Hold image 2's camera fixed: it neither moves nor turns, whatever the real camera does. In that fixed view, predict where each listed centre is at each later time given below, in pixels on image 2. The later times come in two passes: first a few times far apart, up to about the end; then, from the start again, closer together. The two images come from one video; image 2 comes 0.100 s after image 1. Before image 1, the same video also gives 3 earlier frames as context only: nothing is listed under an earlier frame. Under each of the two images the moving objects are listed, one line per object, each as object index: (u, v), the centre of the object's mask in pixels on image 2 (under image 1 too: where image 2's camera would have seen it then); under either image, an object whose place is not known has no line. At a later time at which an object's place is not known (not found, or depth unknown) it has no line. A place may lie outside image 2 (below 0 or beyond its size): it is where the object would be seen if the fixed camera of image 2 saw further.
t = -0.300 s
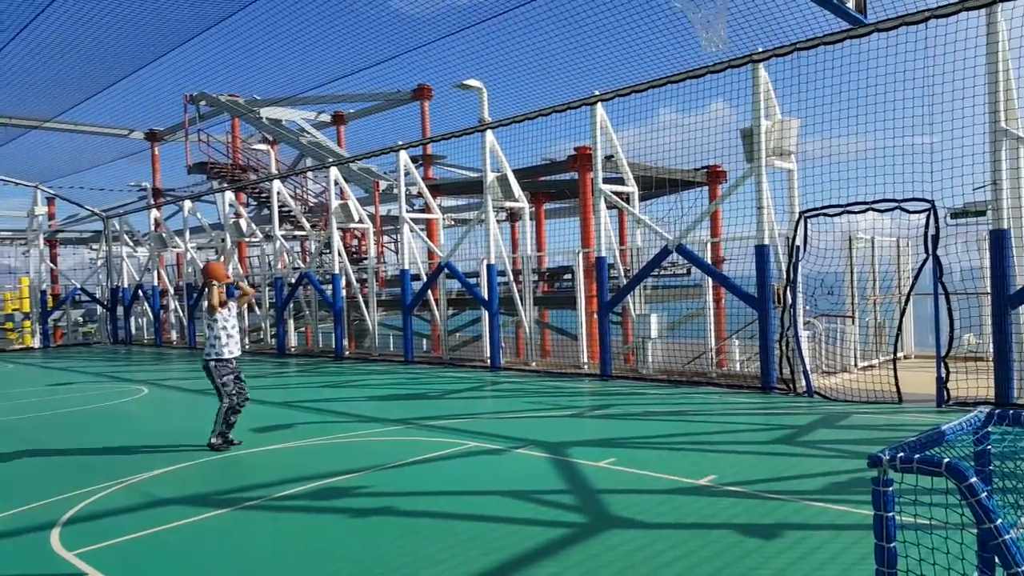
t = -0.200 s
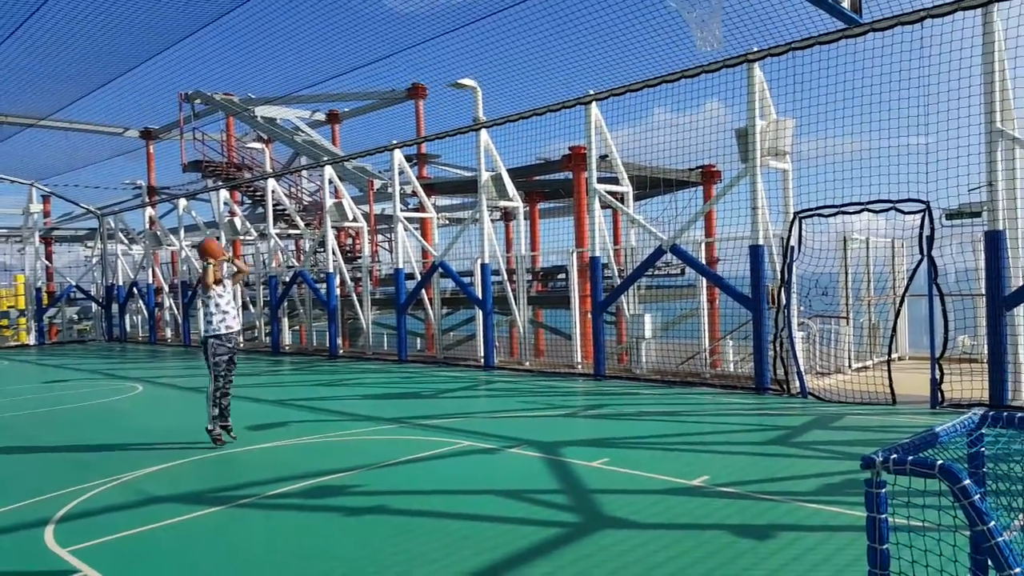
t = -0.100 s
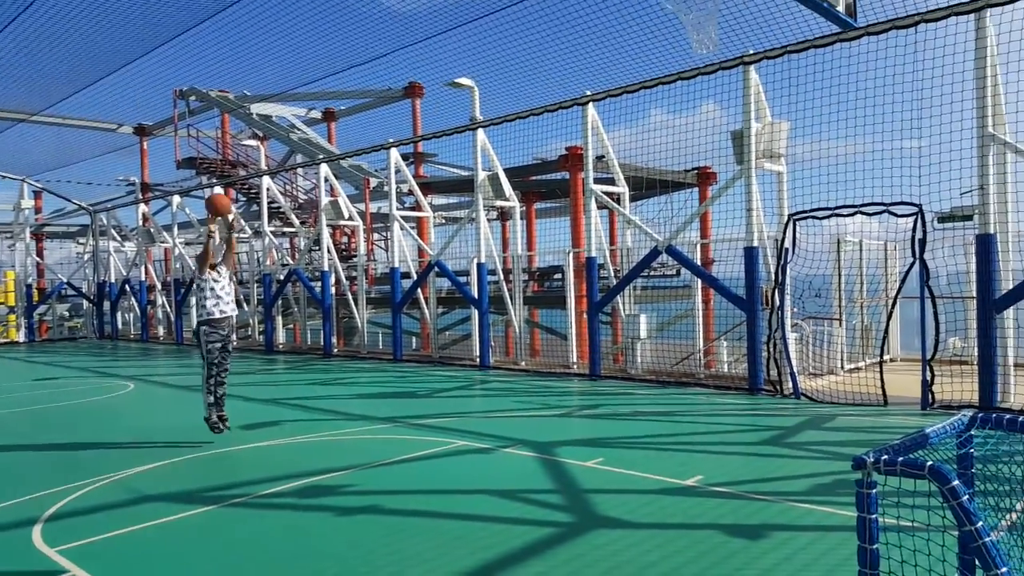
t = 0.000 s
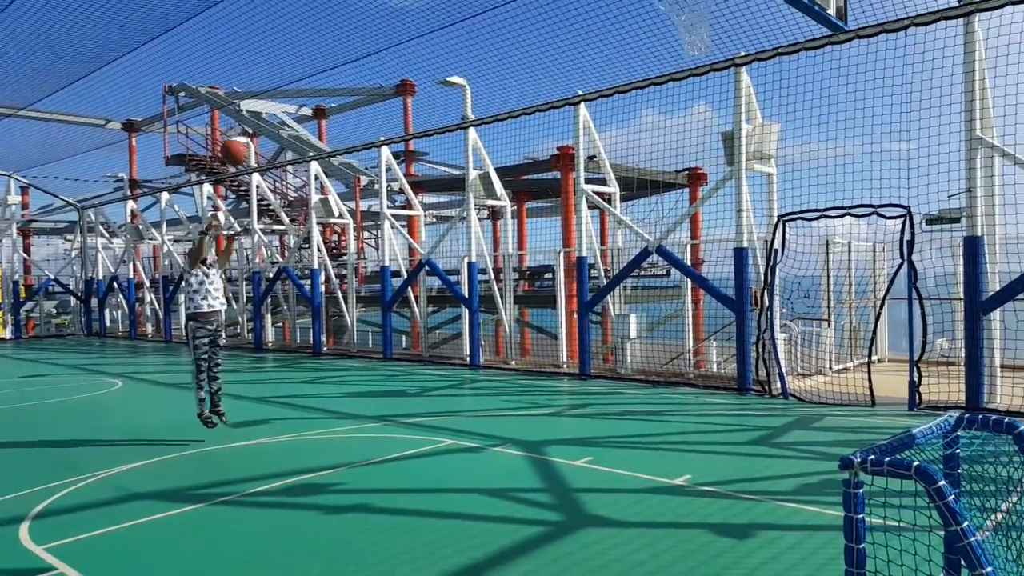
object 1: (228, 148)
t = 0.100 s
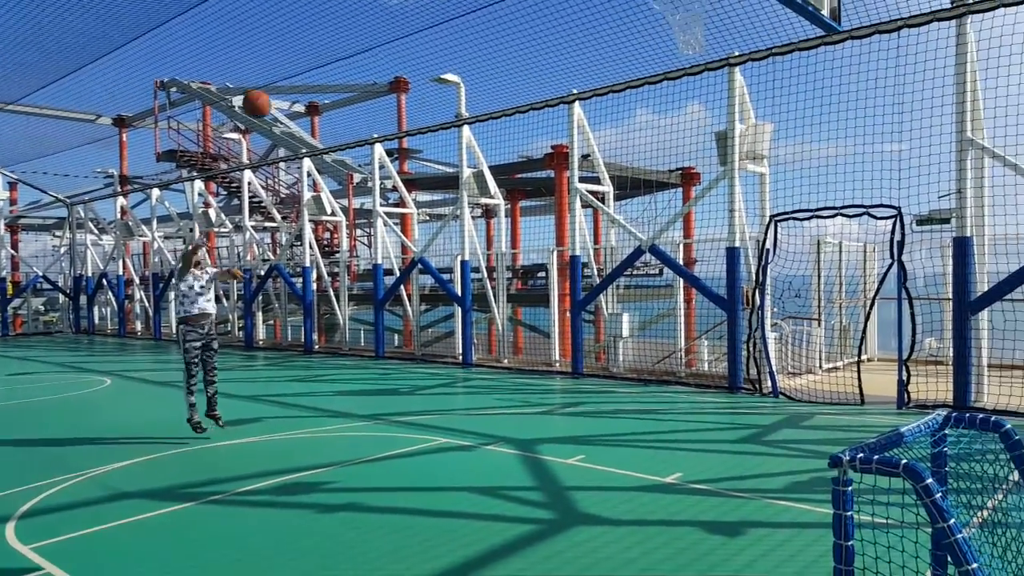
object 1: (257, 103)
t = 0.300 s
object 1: (330, 39)
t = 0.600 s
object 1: (478, 23)
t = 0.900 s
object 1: (713, 146)
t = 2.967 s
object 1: (810, 259)
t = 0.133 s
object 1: (267, 90)
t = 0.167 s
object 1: (279, 77)
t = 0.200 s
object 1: (292, 66)
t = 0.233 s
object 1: (304, 57)
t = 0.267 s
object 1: (317, 47)
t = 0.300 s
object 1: (330, 39)
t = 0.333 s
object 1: (344, 31)
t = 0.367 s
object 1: (358, 25)
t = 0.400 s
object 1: (373, 24)
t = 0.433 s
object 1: (389, 22)
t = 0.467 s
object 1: (406, 21)
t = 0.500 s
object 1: (423, 20)
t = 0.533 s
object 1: (441, 20)
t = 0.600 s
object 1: (478, 23)
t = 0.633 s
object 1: (499, 24)
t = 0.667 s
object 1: (520, 29)
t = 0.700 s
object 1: (542, 35)
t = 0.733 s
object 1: (567, 46)
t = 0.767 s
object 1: (592, 60)
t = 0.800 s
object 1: (619, 77)
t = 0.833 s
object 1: (648, 96)
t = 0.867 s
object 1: (679, 119)
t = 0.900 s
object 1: (713, 146)
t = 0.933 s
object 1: (748, 177)
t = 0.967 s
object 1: (787, 213)
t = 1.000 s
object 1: (828, 256)
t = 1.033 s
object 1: (871, 304)
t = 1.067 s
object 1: (916, 359)
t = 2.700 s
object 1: (768, 403)
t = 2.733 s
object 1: (772, 379)
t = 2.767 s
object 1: (777, 355)
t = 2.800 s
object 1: (783, 335)
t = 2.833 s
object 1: (788, 316)
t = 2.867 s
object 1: (793, 299)
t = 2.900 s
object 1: (799, 283)
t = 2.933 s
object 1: (804, 270)
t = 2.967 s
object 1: (810, 259)
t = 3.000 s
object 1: (816, 249)
